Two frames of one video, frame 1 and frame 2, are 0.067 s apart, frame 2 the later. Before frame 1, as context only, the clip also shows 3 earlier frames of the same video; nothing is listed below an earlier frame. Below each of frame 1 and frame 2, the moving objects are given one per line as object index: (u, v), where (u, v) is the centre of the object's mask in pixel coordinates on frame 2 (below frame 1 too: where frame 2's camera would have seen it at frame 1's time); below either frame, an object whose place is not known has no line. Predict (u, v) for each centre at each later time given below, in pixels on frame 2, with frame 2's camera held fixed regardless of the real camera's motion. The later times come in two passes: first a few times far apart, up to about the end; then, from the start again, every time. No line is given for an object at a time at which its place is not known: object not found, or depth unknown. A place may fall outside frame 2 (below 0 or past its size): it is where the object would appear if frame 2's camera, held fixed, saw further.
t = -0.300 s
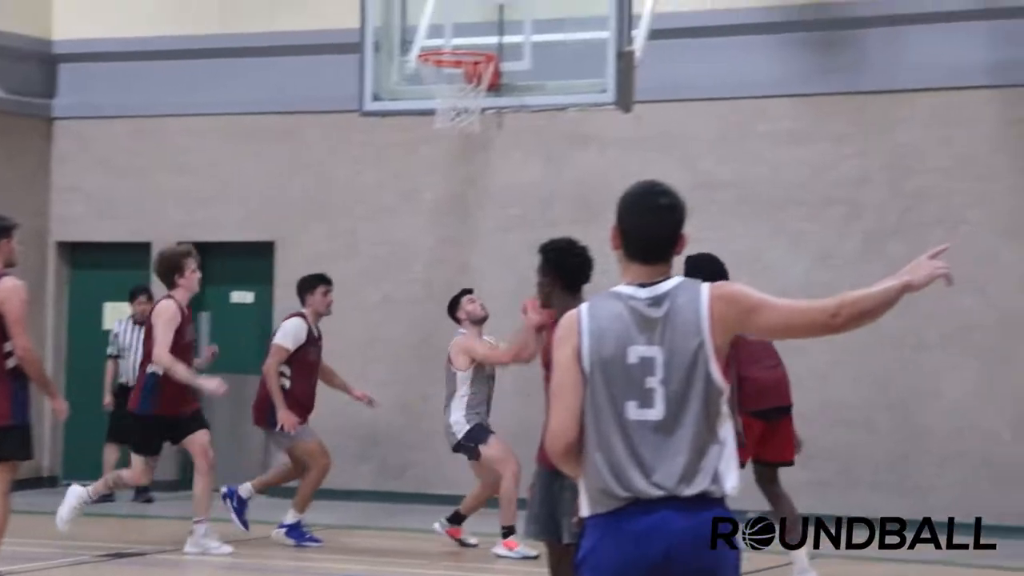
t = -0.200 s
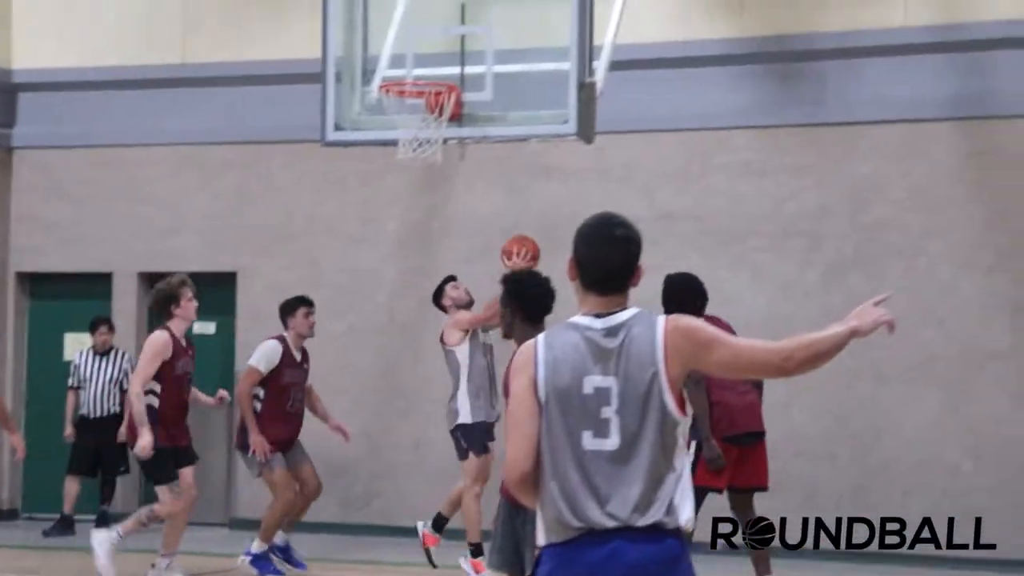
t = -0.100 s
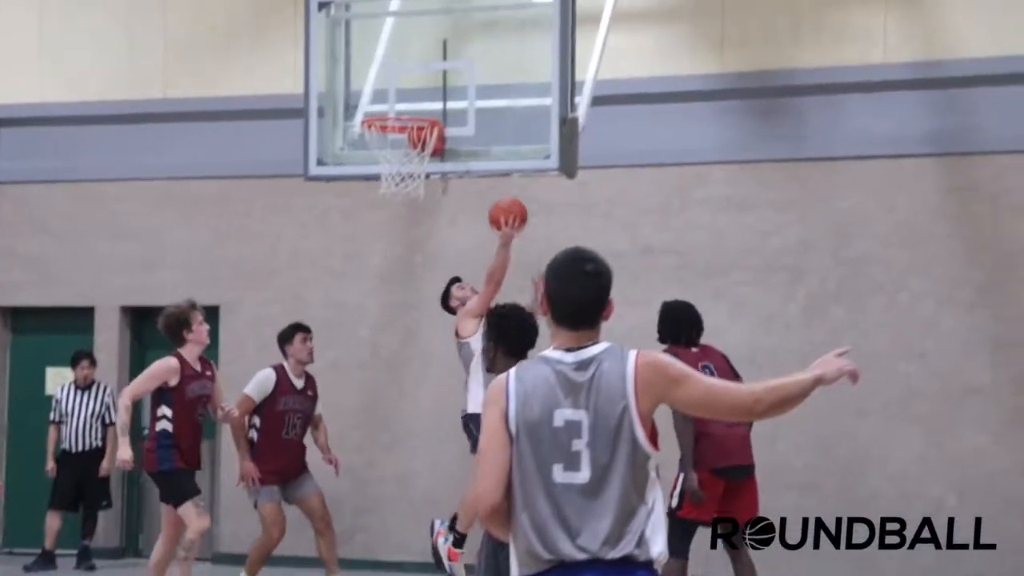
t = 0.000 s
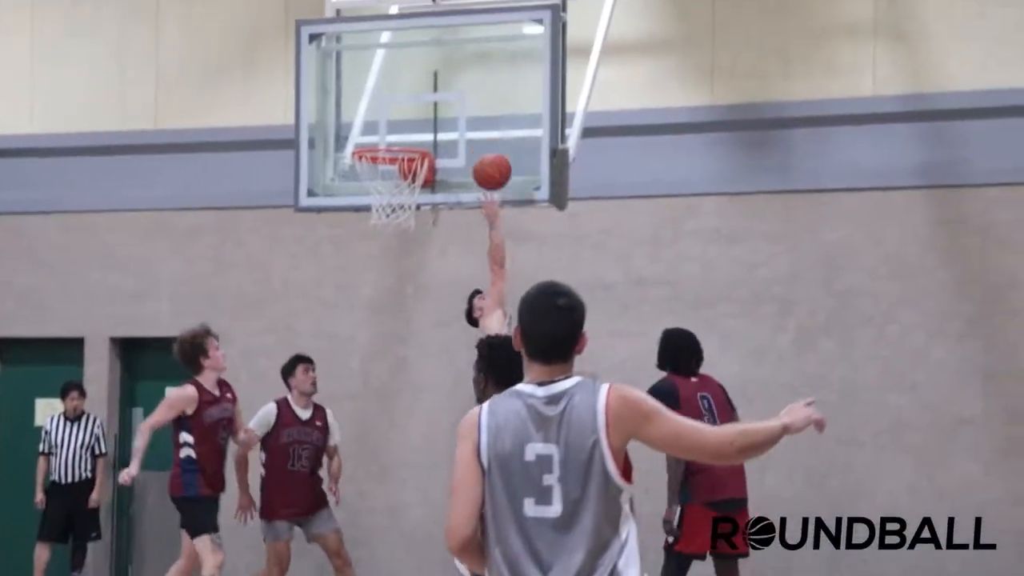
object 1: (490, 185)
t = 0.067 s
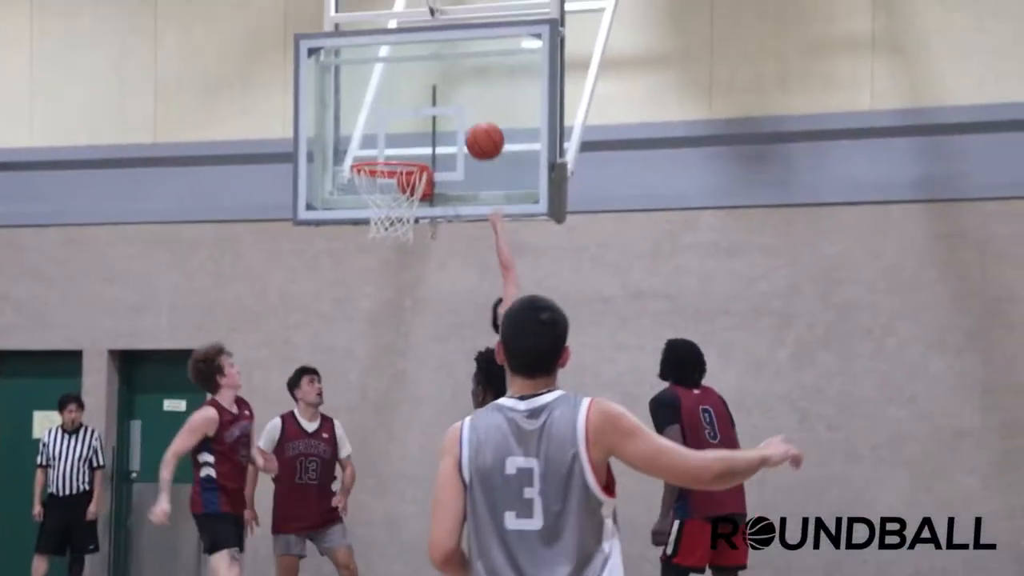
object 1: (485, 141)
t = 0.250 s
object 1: (468, 62)
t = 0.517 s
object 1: (425, 76)
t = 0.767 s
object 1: (385, 190)
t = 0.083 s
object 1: (483, 131)
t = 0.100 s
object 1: (482, 122)
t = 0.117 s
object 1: (480, 113)
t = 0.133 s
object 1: (479, 105)
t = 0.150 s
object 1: (477, 97)
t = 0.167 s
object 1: (476, 90)
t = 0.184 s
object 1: (475, 83)
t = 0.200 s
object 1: (473, 77)
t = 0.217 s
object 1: (472, 71)
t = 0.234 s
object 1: (470, 66)
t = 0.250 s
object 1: (468, 62)
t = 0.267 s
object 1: (466, 61)
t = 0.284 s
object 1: (463, 58)
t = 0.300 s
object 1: (460, 57)
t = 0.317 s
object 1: (458, 56)
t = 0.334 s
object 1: (455, 55)
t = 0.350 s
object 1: (452, 55)
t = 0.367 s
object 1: (449, 55)
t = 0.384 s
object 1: (447, 55)
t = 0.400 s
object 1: (444, 56)
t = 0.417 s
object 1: (442, 58)
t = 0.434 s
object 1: (439, 59)
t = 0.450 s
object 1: (436, 62)
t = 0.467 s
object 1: (433, 65)
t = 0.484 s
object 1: (431, 68)
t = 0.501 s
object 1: (428, 72)
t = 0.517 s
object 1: (425, 76)
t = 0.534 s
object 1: (422, 80)
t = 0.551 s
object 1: (419, 85)
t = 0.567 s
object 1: (417, 91)
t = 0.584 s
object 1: (414, 97)
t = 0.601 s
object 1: (411, 103)
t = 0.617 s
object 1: (409, 110)
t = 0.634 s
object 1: (406, 117)
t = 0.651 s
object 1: (403, 125)
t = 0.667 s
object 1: (400, 133)
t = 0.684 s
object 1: (397, 142)
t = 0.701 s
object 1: (395, 149)
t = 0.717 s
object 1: (392, 154)
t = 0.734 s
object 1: (389, 158)
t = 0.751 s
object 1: (379, 184)
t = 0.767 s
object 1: (385, 190)
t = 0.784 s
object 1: (381, 204)
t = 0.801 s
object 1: (379, 213)
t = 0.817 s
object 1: (377, 223)
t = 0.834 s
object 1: (375, 232)
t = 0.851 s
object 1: (374, 242)
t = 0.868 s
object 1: (373, 253)
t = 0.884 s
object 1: (372, 265)
